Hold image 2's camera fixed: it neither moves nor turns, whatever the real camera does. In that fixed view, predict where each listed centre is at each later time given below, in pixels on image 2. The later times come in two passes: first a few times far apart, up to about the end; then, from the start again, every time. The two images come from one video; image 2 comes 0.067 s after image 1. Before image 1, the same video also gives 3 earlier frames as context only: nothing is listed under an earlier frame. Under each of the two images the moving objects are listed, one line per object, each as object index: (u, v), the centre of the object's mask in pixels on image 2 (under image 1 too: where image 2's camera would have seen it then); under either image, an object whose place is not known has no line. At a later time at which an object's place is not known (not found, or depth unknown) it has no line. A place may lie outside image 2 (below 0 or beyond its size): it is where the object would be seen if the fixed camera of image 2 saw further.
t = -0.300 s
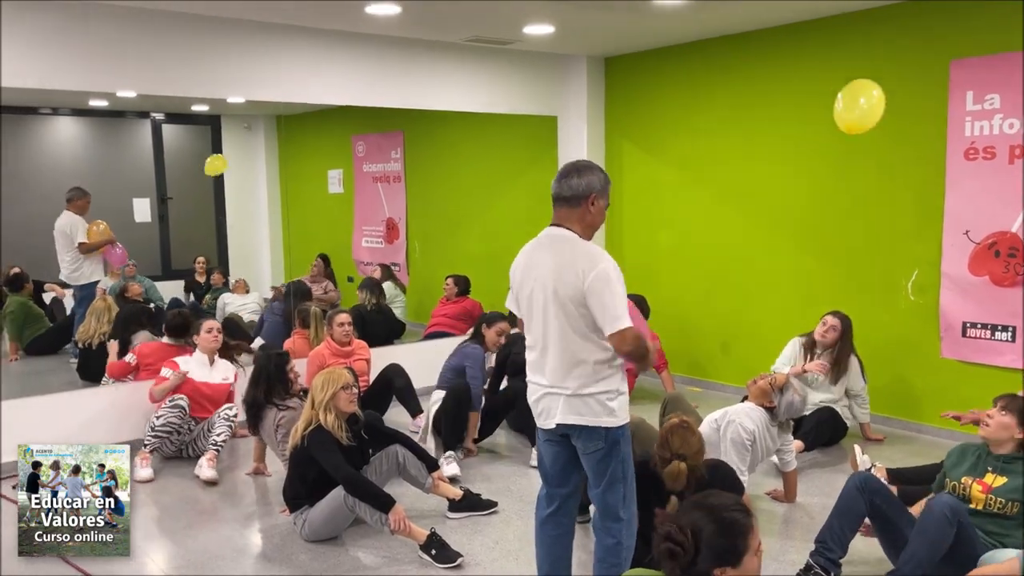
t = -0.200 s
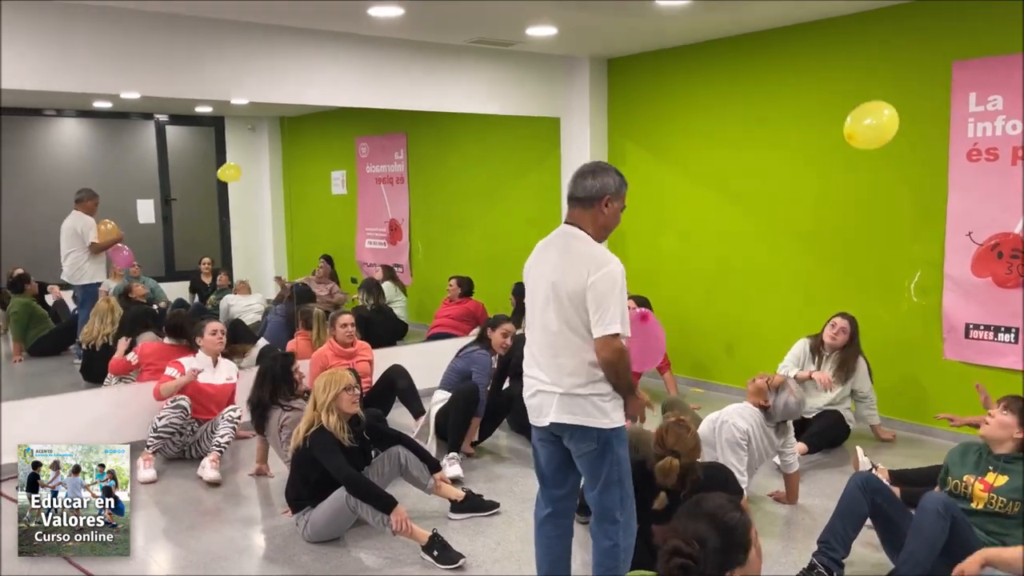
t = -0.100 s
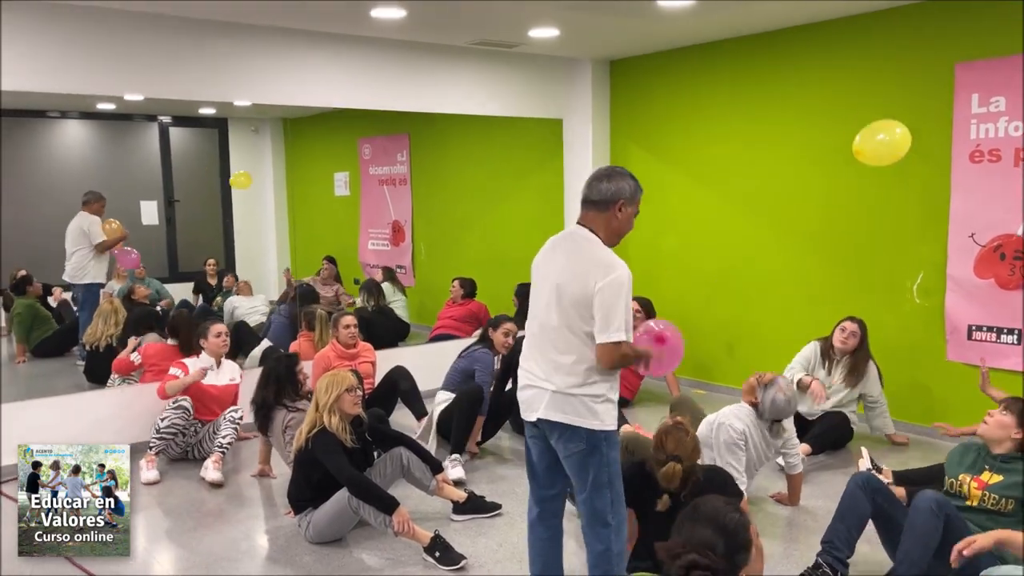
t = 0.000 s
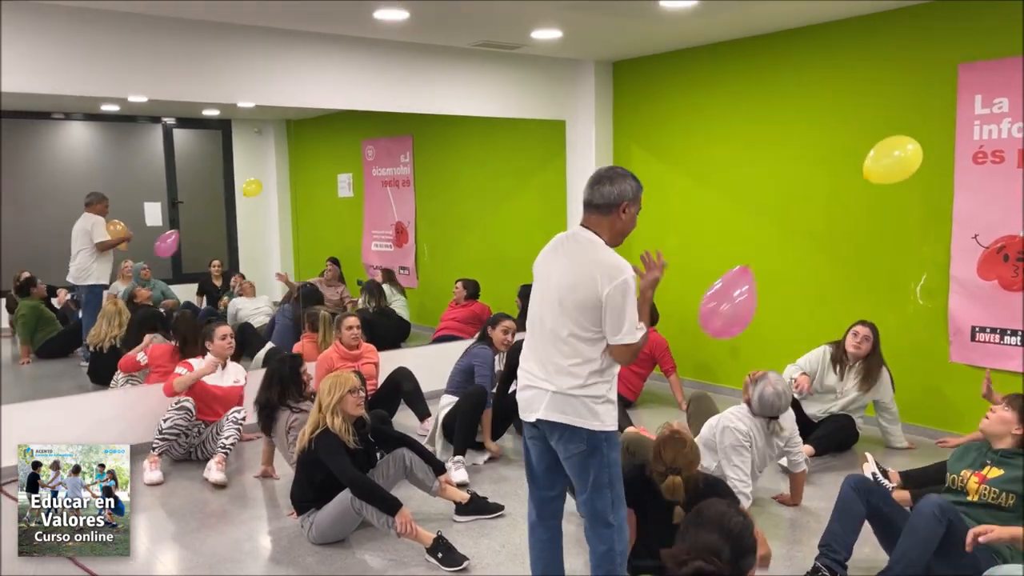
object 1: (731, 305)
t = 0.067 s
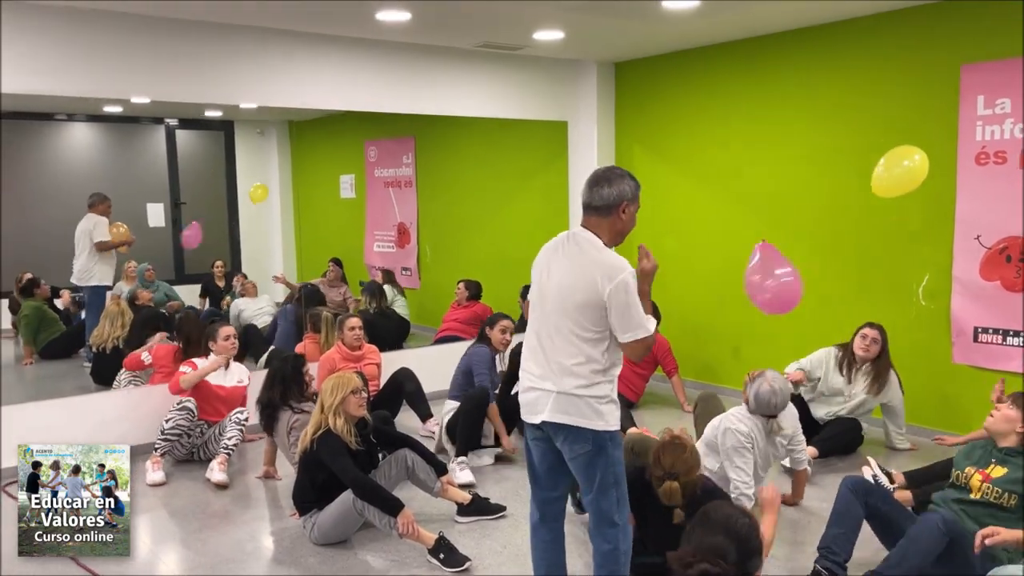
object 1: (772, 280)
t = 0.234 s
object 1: (857, 252)
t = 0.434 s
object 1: (921, 238)
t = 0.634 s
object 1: (965, 245)
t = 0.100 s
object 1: (790, 272)
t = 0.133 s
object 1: (808, 265)
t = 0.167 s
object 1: (825, 260)
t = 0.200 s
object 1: (841, 256)
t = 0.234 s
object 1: (857, 252)
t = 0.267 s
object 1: (871, 248)
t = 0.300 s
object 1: (884, 245)
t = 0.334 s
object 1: (896, 242)
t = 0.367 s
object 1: (905, 240)
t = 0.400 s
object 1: (914, 238)
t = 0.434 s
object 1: (921, 238)
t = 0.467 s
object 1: (929, 239)
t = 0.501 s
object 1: (937, 240)
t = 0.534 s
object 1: (944, 241)
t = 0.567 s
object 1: (952, 243)
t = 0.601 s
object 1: (959, 244)
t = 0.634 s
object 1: (965, 245)
